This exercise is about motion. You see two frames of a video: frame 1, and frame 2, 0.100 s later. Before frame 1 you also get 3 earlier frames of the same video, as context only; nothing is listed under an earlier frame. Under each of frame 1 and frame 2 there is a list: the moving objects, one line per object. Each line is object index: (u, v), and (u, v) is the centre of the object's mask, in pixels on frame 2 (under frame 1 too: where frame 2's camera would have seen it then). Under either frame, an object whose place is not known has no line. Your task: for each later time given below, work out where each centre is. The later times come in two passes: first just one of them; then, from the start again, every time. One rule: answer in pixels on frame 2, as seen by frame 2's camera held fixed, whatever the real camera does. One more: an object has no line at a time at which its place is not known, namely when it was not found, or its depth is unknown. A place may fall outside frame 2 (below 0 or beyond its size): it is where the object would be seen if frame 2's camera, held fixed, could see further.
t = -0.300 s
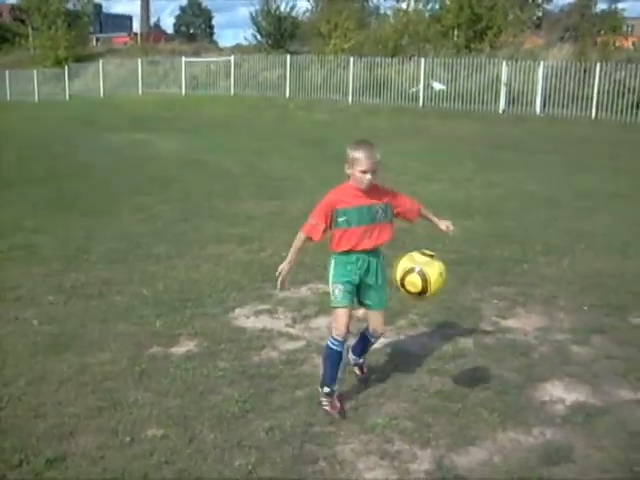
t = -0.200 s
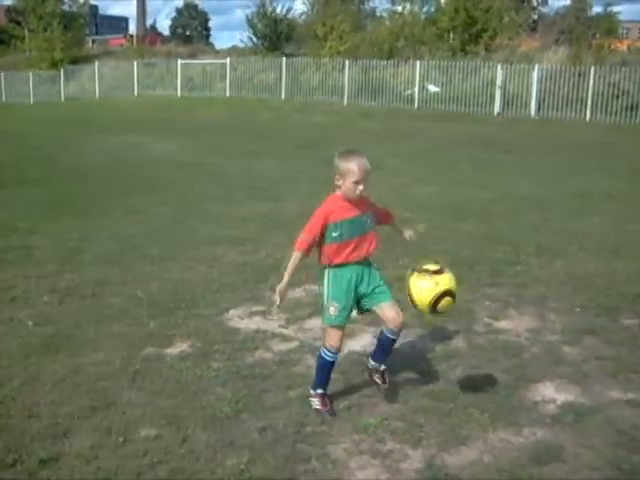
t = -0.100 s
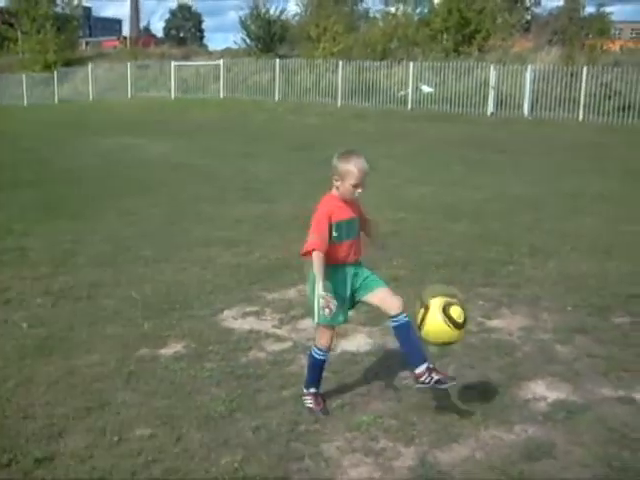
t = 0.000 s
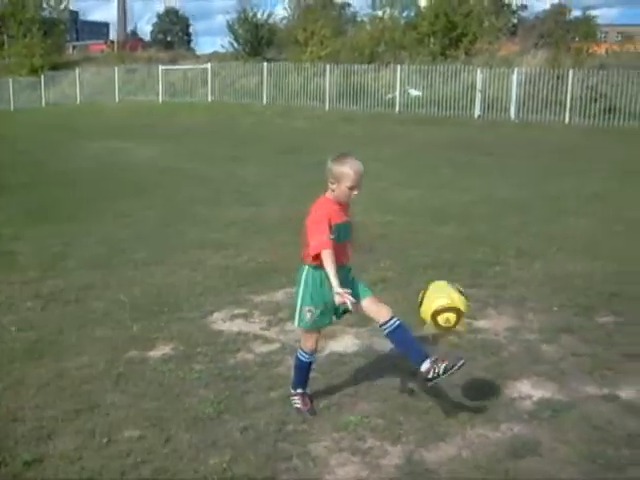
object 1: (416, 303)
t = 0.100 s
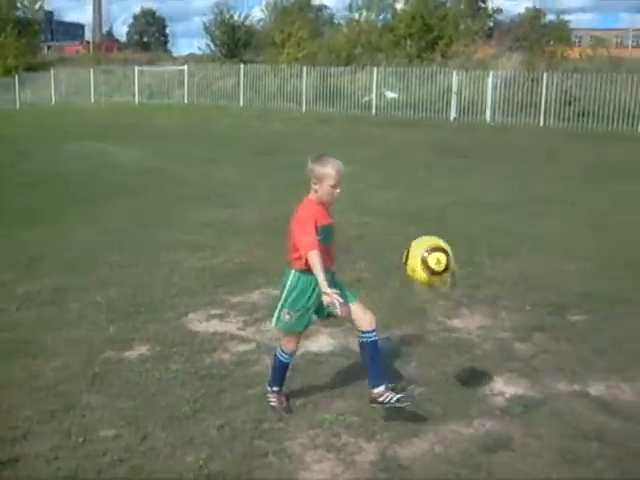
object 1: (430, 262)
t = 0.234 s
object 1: (441, 234)
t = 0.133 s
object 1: (433, 251)
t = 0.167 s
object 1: (435, 243)
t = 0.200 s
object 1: (437, 237)
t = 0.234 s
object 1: (441, 234)
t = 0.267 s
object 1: (444, 234)
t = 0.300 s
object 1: (448, 238)
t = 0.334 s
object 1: (451, 242)
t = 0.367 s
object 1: (454, 249)
